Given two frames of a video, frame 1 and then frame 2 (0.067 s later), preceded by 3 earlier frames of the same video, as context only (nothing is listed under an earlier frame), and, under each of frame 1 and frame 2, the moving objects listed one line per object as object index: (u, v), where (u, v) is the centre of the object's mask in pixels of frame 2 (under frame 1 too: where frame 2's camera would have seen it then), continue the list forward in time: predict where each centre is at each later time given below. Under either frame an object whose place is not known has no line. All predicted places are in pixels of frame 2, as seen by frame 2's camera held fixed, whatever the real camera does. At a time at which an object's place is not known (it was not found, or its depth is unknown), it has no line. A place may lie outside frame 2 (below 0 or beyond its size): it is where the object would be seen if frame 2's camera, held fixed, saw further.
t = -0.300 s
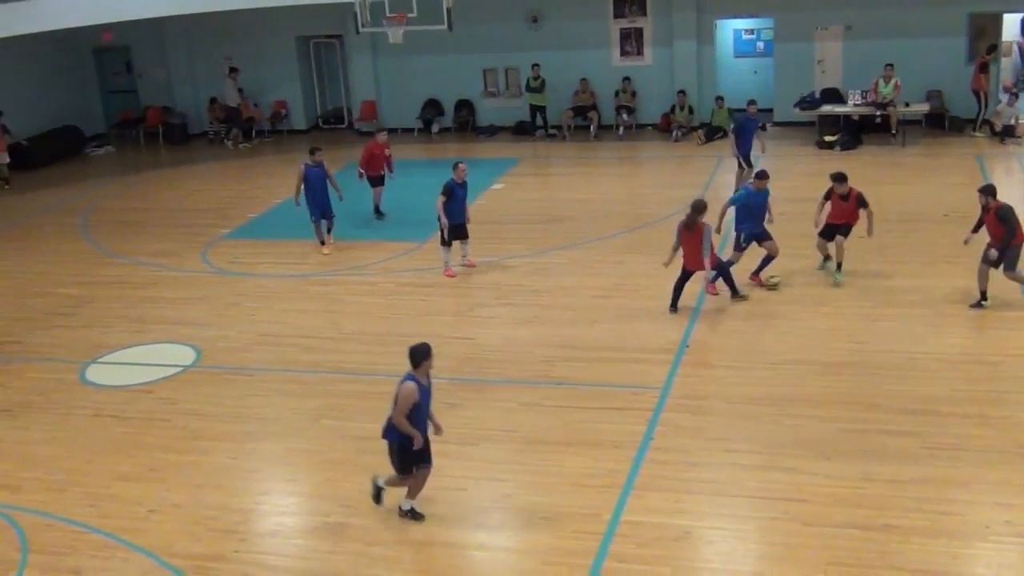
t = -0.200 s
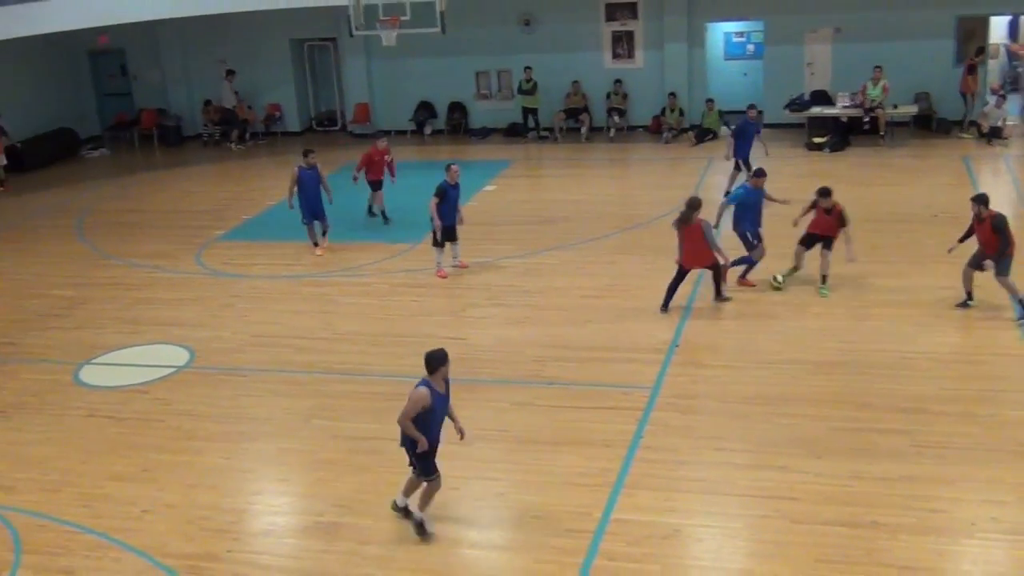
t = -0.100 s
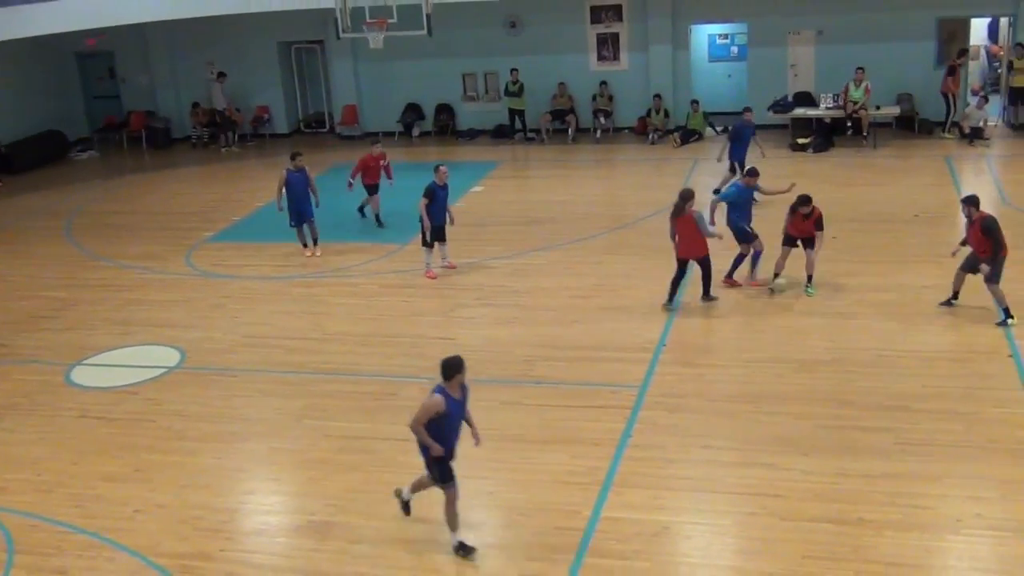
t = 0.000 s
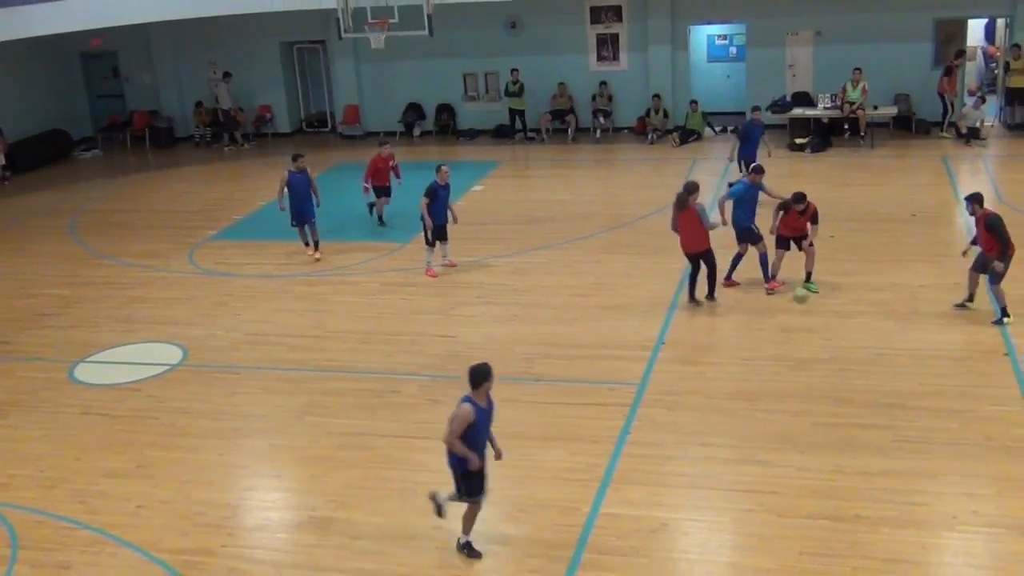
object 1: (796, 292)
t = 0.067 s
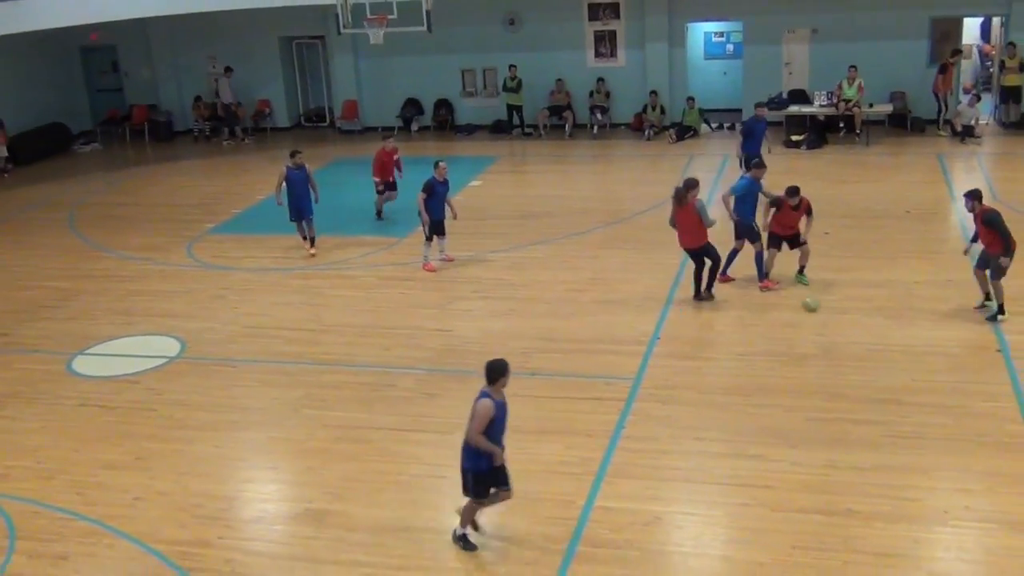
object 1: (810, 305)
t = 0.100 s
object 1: (819, 312)
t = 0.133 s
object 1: (827, 323)
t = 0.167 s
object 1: (837, 332)
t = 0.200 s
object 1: (846, 346)
